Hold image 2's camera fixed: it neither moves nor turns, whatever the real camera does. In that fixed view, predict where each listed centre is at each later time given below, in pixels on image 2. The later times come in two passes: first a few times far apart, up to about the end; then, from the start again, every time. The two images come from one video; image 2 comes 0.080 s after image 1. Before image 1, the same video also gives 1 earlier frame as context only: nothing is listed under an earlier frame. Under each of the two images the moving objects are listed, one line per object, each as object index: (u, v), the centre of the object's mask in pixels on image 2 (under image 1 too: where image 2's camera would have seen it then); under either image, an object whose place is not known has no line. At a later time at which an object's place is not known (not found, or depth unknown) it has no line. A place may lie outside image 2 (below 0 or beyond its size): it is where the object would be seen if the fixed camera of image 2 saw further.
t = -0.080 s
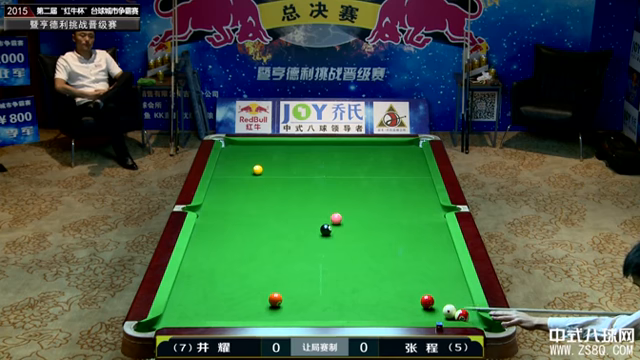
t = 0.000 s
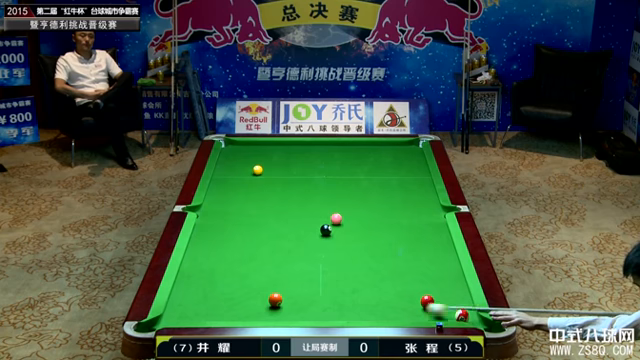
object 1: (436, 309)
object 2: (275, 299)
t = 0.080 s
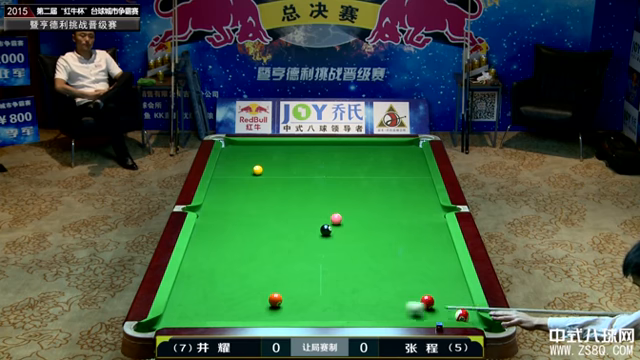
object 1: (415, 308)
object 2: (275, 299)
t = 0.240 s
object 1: (372, 304)
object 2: (275, 299)
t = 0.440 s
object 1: (321, 299)
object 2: (275, 299)
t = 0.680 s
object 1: (278, 291)
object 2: (258, 302)
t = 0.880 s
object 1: (257, 282)
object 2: (235, 307)
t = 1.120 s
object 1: (234, 272)
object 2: (207, 313)
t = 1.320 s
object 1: (216, 264)
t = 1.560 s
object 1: (196, 255)
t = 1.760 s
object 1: (199, 249)
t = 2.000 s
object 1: (213, 243)
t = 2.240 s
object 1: (226, 238)
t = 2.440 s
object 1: (237, 234)
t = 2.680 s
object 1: (247, 229)
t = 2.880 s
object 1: (256, 225)
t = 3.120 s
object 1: (265, 221)
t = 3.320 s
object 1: (271, 218)
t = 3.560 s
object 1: (279, 215)
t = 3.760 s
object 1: (284, 213)
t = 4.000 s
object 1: (290, 210)
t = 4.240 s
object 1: (295, 208)
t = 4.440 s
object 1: (299, 206)
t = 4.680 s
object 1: (304, 204)
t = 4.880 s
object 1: (306, 203)
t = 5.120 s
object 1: (309, 202)
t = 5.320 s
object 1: (312, 201)
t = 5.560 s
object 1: (313, 201)
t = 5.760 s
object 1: (315, 200)
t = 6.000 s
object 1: (315, 200)
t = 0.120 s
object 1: (403, 307)
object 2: (275, 299)
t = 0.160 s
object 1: (393, 305)
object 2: (275, 299)
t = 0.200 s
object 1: (383, 304)
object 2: (275, 299)
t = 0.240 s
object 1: (372, 304)
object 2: (275, 299)
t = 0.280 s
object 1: (361, 303)
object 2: (275, 299)
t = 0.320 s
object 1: (351, 302)
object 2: (275, 299)
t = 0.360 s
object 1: (341, 301)
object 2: (275, 299)
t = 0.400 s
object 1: (330, 300)
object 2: (275, 299)
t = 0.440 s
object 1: (321, 299)
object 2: (275, 299)
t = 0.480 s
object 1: (311, 299)
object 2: (275, 299)
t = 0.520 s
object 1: (301, 298)
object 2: (275, 299)
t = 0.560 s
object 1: (291, 297)
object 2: (275, 299)
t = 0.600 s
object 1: (285, 295)
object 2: (270, 300)
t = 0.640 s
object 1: (282, 293)
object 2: (264, 301)
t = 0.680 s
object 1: (278, 291)
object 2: (258, 302)
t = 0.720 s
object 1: (273, 289)
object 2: (254, 303)
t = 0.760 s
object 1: (270, 287)
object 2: (249, 304)
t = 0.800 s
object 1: (265, 286)
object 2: (244, 305)
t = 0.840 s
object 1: (261, 284)
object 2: (240, 306)
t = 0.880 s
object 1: (257, 282)
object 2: (235, 307)
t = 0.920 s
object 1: (253, 280)
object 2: (230, 308)
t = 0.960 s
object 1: (249, 278)
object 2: (226, 309)
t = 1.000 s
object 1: (245, 277)
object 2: (221, 310)
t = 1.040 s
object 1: (241, 275)
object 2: (216, 311)
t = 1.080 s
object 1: (238, 274)
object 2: (211, 312)
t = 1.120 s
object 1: (234, 272)
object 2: (207, 313)
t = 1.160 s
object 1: (230, 270)
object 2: (203, 314)
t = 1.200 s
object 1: (227, 269)
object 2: (198, 314)
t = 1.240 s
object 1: (223, 267)
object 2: (194, 314)
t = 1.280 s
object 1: (219, 265)
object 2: (189, 315)
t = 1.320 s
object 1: (216, 264)
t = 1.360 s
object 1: (212, 263)
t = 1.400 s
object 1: (209, 261)
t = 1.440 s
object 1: (206, 260)
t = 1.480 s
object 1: (202, 258)
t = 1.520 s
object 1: (199, 257)
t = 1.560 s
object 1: (196, 255)
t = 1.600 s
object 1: (193, 254)
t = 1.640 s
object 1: (191, 253)
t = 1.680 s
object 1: (194, 252)
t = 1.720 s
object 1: (197, 250)
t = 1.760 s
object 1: (199, 249)
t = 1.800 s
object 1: (202, 248)
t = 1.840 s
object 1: (204, 247)
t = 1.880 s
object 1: (207, 246)
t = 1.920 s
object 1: (209, 245)
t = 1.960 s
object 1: (211, 244)
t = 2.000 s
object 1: (213, 243)
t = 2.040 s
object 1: (215, 243)
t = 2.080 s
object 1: (218, 242)
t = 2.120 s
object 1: (220, 240)
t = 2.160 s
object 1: (222, 240)
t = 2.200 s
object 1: (224, 239)
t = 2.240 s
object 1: (226, 238)
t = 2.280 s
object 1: (228, 237)
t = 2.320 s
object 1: (230, 236)
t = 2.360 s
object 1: (232, 235)
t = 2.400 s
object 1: (234, 234)
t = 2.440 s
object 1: (237, 234)
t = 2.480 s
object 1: (238, 233)
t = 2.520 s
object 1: (240, 232)
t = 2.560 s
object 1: (242, 231)
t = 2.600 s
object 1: (244, 230)
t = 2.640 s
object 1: (246, 230)
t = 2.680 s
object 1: (247, 229)
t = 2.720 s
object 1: (249, 228)
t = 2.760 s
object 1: (251, 227)
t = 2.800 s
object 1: (252, 227)
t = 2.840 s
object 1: (254, 226)
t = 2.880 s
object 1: (256, 225)
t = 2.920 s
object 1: (257, 224)
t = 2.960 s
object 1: (258, 224)
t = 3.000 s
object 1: (260, 224)
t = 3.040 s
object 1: (261, 223)
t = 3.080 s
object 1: (263, 222)
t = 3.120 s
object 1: (265, 221)
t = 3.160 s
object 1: (266, 221)
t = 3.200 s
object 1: (267, 220)
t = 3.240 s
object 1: (269, 220)
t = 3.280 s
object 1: (270, 219)
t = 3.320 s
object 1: (271, 218)
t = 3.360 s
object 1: (272, 218)
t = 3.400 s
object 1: (274, 217)
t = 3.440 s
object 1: (275, 217)
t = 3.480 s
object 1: (276, 216)
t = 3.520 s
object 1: (277, 215)
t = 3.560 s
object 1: (279, 215)
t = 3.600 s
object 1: (280, 215)
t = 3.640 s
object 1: (281, 214)
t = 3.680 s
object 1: (282, 214)
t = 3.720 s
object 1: (283, 213)
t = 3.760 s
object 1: (284, 213)
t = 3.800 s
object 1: (285, 212)
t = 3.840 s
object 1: (286, 212)
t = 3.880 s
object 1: (287, 212)
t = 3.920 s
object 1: (288, 211)
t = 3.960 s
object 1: (289, 211)
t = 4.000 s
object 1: (290, 210)
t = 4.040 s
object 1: (291, 210)
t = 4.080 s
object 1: (292, 209)
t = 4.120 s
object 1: (293, 209)
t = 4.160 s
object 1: (294, 209)
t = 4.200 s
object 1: (294, 208)
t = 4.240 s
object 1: (295, 208)
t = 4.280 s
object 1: (296, 208)
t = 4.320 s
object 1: (297, 207)
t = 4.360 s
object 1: (298, 207)
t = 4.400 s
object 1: (298, 207)
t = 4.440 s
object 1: (299, 206)
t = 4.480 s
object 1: (300, 206)
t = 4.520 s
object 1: (301, 206)
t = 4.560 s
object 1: (301, 205)
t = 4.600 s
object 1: (302, 205)
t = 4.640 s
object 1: (303, 205)
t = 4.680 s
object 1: (304, 204)
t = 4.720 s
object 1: (304, 204)
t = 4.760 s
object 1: (305, 204)
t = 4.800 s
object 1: (305, 204)
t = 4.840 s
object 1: (306, 204)
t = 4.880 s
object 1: (306, 203)
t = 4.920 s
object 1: (307, 203)
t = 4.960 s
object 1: (307, 203)
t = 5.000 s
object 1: (308, 203)
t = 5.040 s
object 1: (309, 202)
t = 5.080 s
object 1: (309, 202)
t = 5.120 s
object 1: (309, 202)
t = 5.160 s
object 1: (310, 202)
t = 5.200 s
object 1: (310, 202)
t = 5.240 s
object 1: (311, 202)
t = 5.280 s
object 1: (311, 202)
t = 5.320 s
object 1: (312, 201)
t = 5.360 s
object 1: (312, 201)
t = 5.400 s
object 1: (312, 201)
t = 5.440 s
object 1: (313, 201)
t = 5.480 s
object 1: (313, 201)
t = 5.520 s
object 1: (313, 201)
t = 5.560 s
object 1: (313, 201)
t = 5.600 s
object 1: (314, 201)
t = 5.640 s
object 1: (314, 201)
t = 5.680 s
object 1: (314, 200)
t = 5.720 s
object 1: (314, 200)
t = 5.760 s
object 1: (315, 200)
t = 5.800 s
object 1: (315, 200)
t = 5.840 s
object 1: (315, 200)
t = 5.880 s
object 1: (315, 200)
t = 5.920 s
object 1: (315, 200)
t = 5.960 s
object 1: (315, 200)
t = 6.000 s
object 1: (315, 200)
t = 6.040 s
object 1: (315, 200)
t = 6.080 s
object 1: (315, 200)
